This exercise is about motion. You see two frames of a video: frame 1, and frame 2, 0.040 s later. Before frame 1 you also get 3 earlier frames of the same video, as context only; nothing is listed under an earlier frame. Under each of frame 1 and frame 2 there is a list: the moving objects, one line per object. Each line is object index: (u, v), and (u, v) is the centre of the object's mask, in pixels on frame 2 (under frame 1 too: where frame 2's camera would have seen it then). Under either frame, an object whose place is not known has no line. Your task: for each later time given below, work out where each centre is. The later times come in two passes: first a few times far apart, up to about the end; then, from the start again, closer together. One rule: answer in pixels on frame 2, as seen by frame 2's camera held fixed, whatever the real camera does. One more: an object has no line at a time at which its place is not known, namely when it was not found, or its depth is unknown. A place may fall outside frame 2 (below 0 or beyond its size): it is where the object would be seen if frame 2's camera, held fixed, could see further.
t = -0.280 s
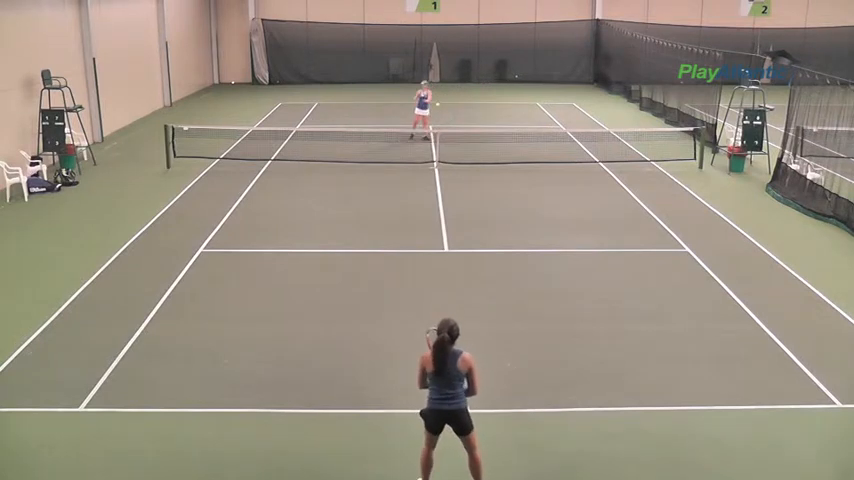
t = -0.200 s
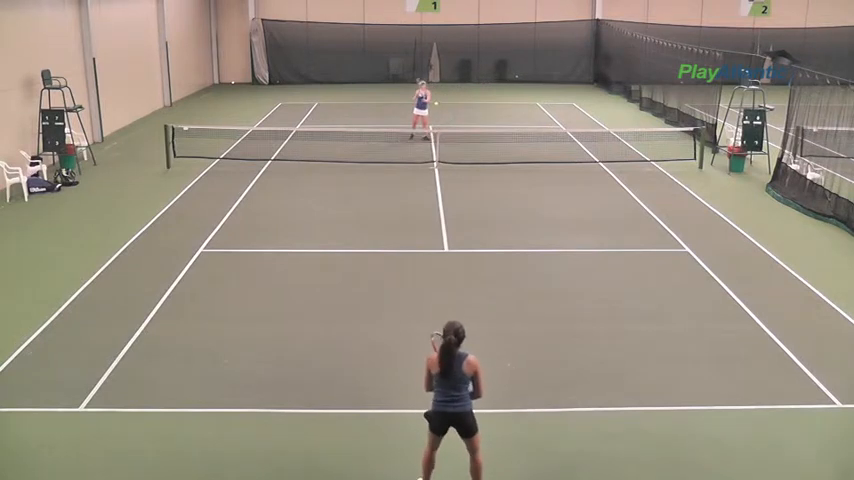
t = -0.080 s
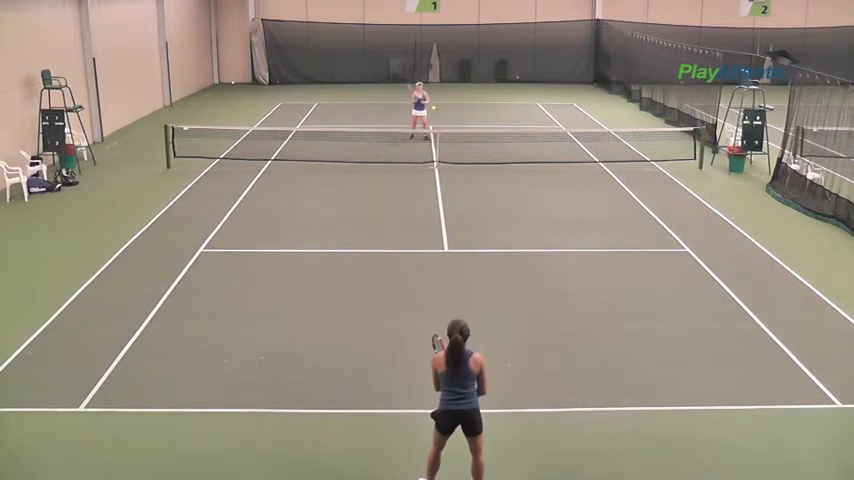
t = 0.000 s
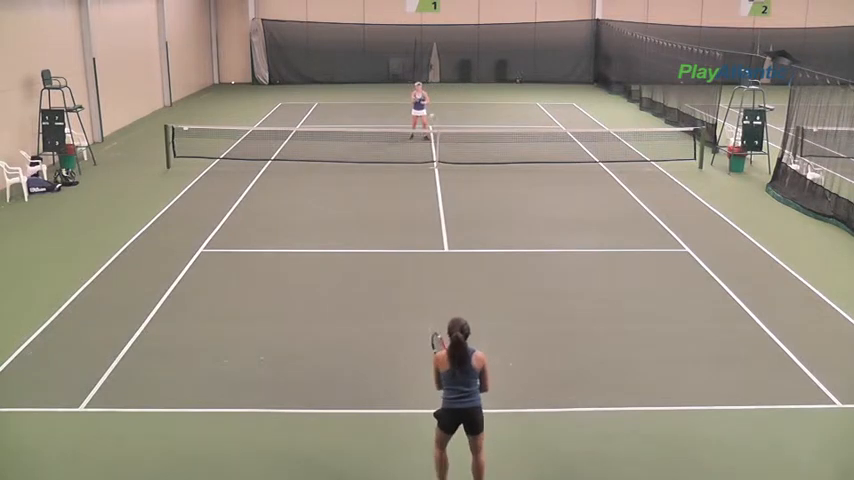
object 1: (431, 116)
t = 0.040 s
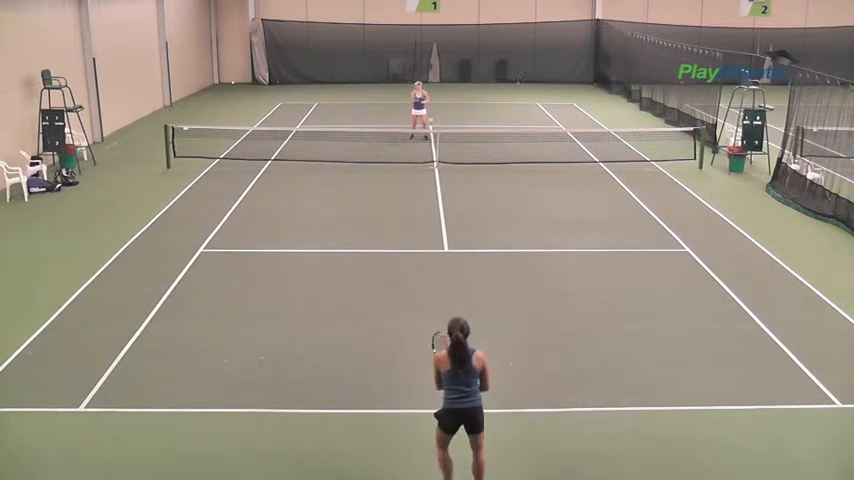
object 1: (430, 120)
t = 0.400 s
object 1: (420, 221)
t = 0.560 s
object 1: (416, 270)
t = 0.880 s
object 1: (409, 256)
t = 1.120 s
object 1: (403, 303)
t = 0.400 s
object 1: (420, 221)
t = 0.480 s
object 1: (417, 261)
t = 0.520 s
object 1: (417, 276)
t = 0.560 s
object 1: (416, 270)
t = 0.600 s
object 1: (415, 264)
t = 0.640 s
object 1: (414, 260)
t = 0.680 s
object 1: (414, 256)
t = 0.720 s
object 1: (413, 254)
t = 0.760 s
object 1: (412, 253)
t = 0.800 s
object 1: (412, 253)
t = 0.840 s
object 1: (410, 253)
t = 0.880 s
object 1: (409, 256)
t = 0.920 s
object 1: (409, 259)
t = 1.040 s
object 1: (405, 280)
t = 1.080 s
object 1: (404, 290)
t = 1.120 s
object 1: (403, 303)
